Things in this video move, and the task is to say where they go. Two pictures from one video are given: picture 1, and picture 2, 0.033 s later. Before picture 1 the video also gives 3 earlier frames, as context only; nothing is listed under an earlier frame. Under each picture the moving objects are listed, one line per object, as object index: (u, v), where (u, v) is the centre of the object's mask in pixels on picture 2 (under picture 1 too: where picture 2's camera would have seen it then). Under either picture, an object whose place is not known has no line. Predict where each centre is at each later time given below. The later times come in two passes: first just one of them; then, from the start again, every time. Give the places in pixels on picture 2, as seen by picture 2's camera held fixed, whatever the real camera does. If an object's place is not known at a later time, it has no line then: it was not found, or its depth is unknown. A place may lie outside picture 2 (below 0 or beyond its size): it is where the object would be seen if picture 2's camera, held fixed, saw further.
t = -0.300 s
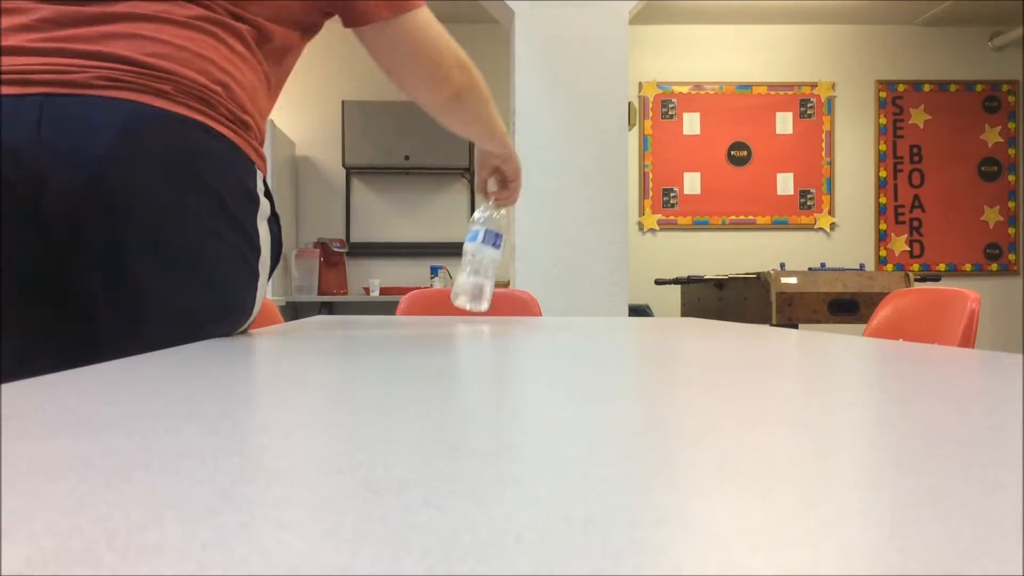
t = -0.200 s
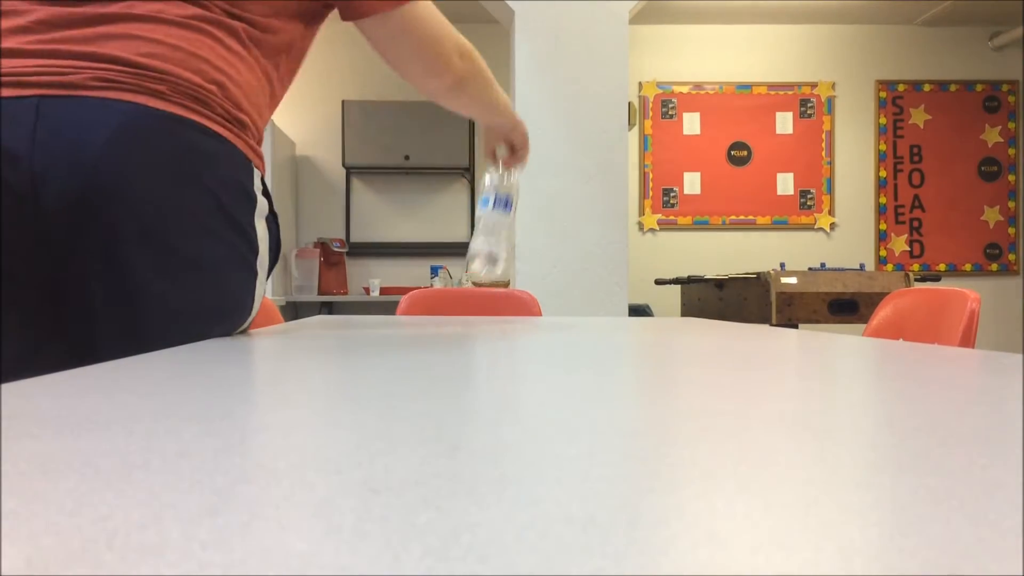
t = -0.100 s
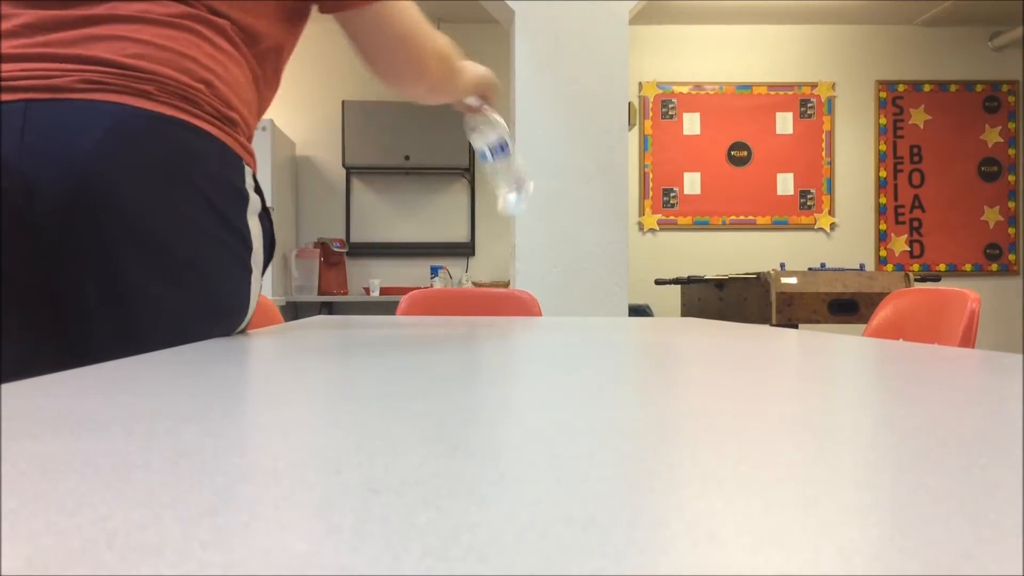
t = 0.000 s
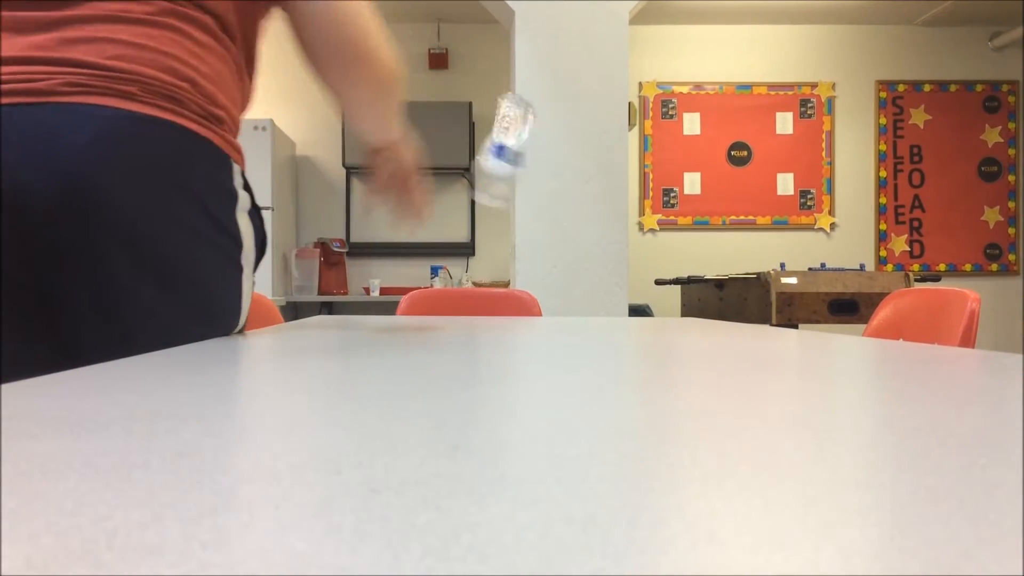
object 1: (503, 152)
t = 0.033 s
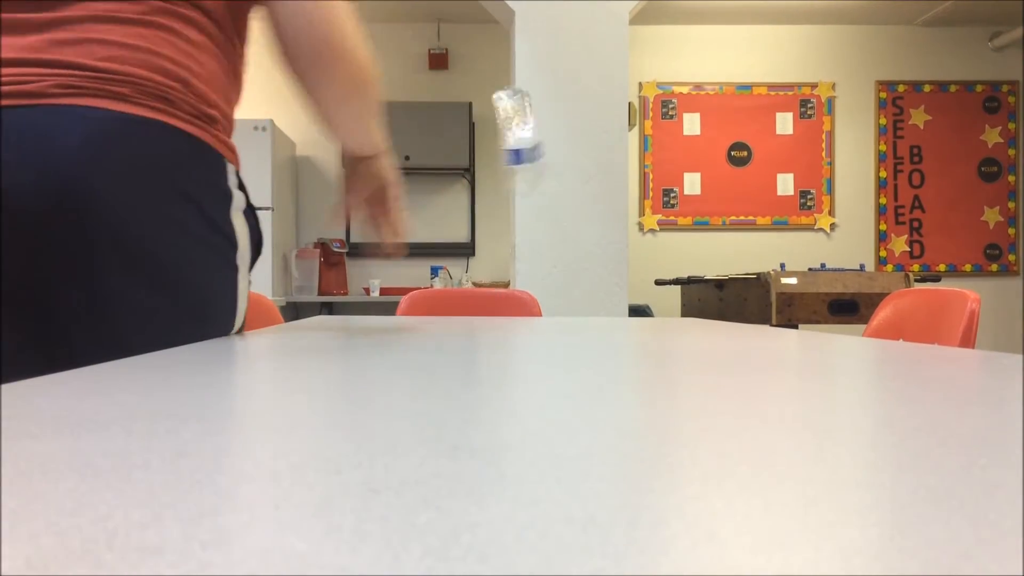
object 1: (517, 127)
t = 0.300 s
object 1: (523, 253)
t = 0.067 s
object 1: (526, 123)
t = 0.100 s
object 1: (526, 117)
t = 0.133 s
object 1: (527, 122)
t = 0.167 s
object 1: (526, 134)
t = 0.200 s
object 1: (526, 152)
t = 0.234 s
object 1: (527, 177)
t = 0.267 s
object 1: (525, 211)
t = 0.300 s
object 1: (523, 253)
